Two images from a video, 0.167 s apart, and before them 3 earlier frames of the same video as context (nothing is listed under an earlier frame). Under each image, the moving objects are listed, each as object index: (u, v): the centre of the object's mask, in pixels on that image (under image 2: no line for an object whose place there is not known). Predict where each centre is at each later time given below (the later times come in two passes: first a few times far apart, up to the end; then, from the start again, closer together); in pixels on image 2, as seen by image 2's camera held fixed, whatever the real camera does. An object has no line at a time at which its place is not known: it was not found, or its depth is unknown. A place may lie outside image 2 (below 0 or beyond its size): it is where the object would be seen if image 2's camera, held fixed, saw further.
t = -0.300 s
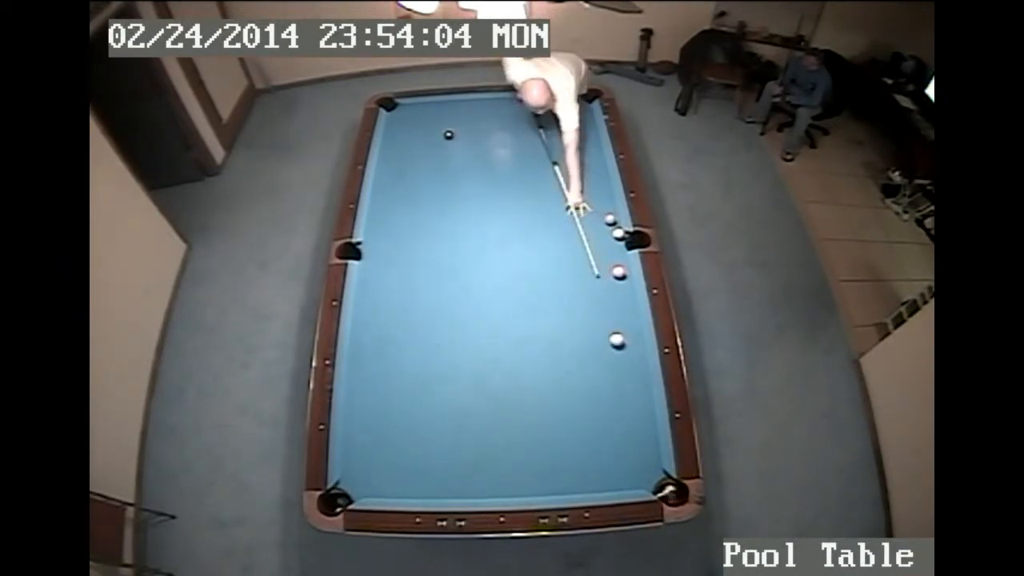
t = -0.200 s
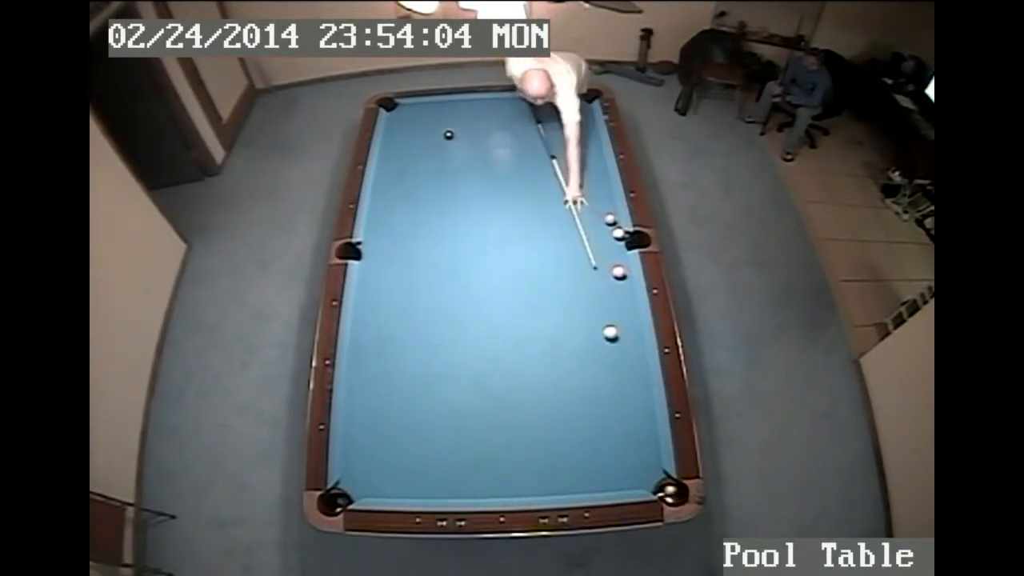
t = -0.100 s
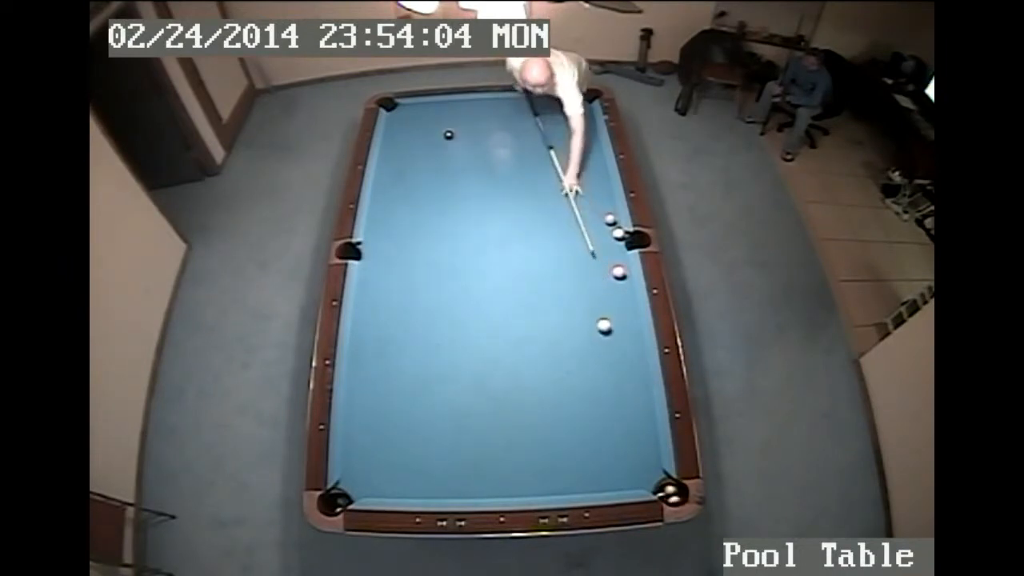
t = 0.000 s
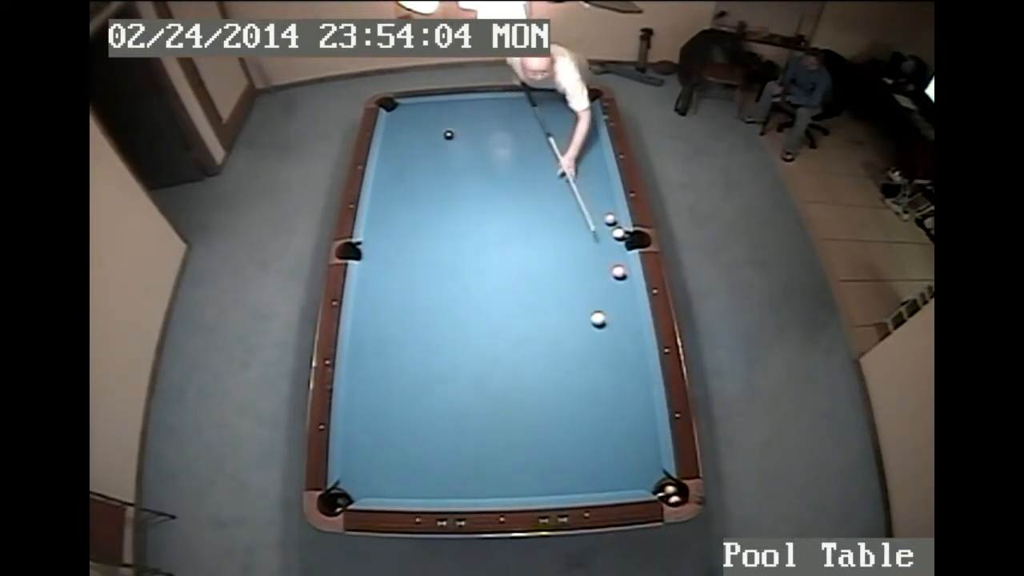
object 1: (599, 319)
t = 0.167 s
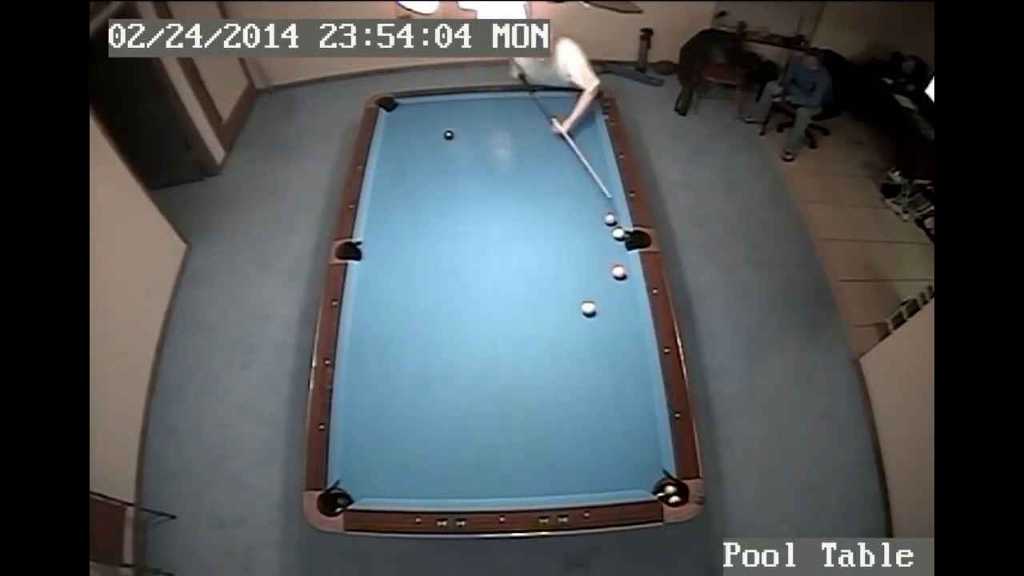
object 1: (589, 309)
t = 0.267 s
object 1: (583, 302)
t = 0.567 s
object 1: (567, 285)
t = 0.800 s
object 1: (556, 272)
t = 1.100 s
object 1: (541, 258)
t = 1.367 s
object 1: (531, 246)
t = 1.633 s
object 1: (521, 236)
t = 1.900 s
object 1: (512, 226)
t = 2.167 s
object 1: (504, 218)
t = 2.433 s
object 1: (496, 211)
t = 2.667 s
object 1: (491, 204)
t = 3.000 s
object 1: (484, 198)
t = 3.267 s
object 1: (479, 193)
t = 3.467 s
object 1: (476, 190)
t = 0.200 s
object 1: (587, 306)
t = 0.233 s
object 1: (585, 304)
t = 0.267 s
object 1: (583, 302)
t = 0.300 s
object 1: (582, 300)
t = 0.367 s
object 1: (578, 296)
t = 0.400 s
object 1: (576, 294)
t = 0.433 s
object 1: (574, 292)
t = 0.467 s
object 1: (572, 290)
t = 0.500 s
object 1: (571, 288)
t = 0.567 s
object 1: (567, 285)
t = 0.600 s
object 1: (565, 283)
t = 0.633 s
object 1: (564, 281)
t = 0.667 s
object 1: (562, 279)
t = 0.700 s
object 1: (560, 277)
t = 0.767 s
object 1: (557, 274)
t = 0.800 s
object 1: (556, 272)
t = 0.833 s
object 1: (554, 271)
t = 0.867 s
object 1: (552, 268)
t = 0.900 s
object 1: (551, 267)
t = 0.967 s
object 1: (547, 264)
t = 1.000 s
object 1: (546, 262)
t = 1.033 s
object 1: (544, 261)
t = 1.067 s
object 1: (543, 259)
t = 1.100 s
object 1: (541, 258)
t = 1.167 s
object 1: (539, 254)
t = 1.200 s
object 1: (537, 253)
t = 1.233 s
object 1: (536, 252)
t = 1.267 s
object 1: (534, 250)
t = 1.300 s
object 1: (533, 249)
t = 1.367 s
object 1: (531, 246)
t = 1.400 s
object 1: (529, 245)
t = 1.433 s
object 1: (528, 243)
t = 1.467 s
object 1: (527, 242)
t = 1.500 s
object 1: (526, 241)
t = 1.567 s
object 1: (523, 238)
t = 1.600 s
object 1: (522, 237)
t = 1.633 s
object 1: (521, 236)
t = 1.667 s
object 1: (519, 234)
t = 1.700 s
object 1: (518, 233)
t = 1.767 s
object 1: (516, 231)
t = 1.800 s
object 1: (515, 230)
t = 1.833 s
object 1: (514, 229)
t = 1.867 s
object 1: (513, 227)
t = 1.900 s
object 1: (512, 226)
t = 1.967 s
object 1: (510, 224)
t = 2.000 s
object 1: (509, 223)
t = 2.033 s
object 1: (508, 222)
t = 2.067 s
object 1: (507, 221)
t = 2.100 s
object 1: (506, 220)
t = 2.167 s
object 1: (504, 218)
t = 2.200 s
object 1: (503, 217)
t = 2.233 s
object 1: (502, 216)
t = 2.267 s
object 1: (501, 215)
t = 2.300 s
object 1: (500, 214)
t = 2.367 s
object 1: (498, 212)
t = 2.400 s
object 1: (497, 212)
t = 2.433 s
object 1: (496, 211)
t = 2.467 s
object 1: (496, 210)
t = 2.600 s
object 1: (493, 207)
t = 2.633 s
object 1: (492, 206)
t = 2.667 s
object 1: (491, 204)
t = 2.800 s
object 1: (488, 202)
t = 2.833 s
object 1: (487, 201)
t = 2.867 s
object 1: (487, 200)
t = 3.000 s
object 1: (484, 198)
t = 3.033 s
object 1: (483, 197)
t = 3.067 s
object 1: (483, 197)
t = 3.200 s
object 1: (480, 194)
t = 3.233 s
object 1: (480, 194)
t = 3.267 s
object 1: (479, 193)
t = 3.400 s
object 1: (477, 191)
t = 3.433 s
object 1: (477, 190)
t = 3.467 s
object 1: (476, 190)
